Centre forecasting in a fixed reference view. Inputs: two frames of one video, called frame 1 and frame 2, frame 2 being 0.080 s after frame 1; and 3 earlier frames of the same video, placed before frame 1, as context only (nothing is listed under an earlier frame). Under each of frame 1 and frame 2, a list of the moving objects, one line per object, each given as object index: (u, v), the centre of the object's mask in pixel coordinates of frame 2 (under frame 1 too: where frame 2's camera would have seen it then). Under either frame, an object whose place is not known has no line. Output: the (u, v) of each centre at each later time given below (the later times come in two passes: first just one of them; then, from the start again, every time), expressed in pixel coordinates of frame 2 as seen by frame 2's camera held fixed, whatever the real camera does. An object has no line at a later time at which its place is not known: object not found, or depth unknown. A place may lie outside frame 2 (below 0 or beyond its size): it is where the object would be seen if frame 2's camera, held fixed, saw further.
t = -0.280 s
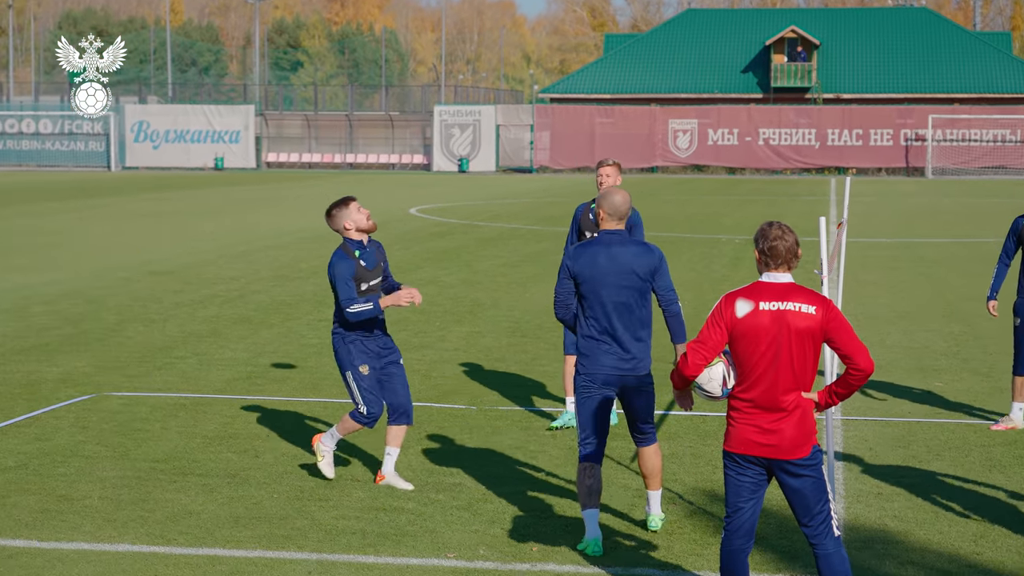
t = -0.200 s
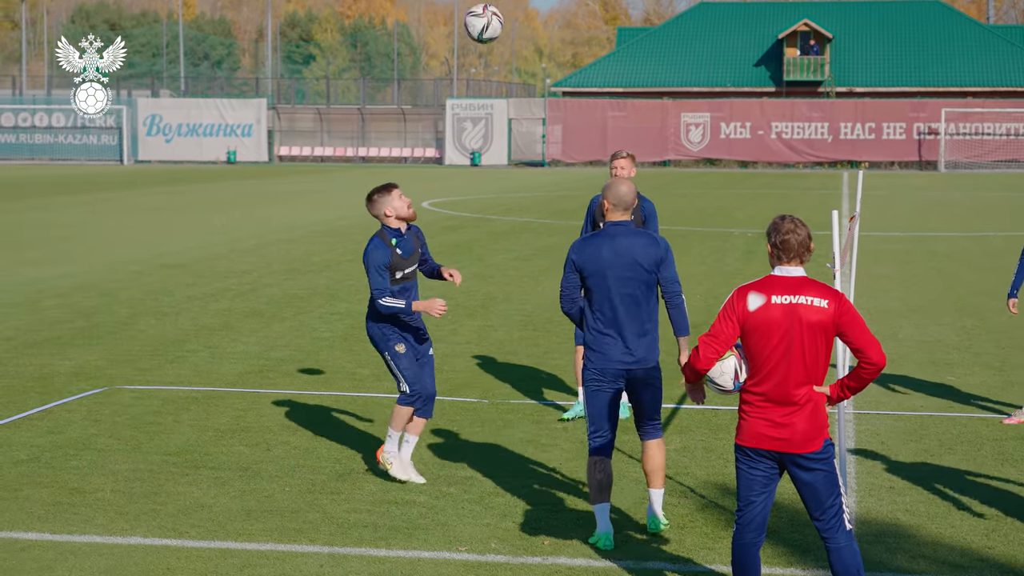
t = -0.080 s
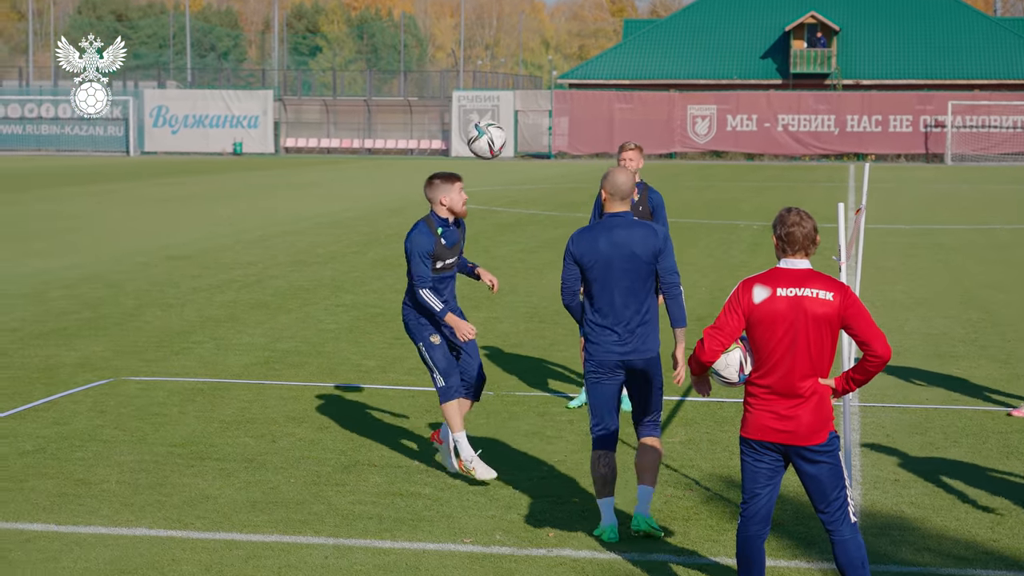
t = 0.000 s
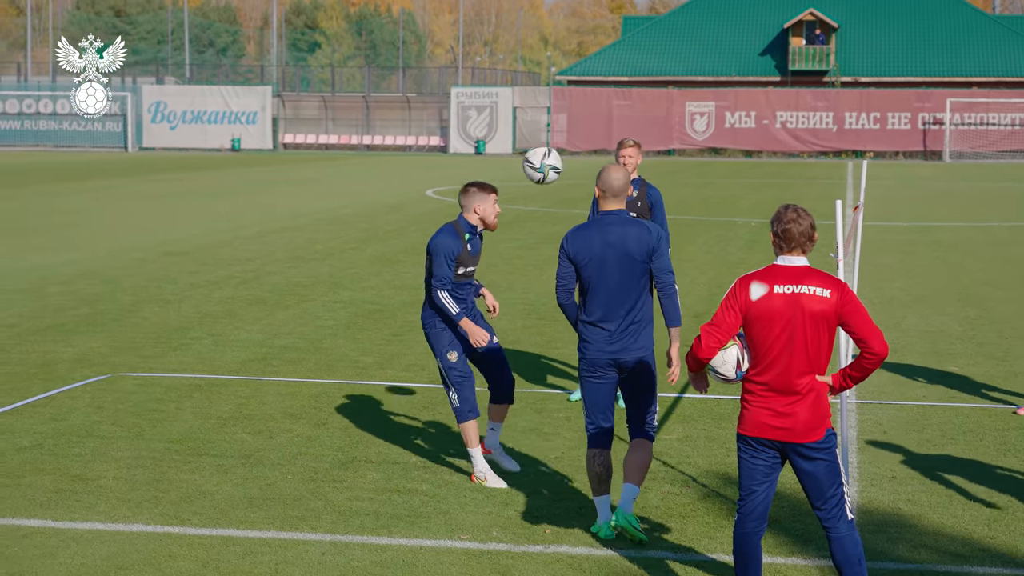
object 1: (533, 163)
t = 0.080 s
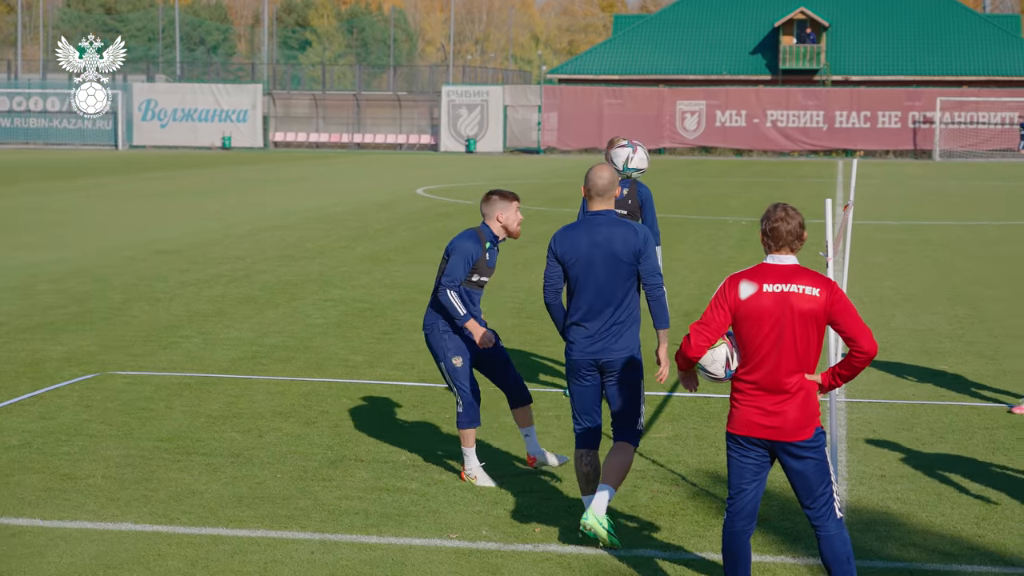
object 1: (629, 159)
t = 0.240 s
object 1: (819, 186)
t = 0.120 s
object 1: (677, 162)
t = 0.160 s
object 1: (725, 167)
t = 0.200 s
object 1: (772, 176)
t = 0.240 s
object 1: (819, 186)
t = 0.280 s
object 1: (869, 199)
